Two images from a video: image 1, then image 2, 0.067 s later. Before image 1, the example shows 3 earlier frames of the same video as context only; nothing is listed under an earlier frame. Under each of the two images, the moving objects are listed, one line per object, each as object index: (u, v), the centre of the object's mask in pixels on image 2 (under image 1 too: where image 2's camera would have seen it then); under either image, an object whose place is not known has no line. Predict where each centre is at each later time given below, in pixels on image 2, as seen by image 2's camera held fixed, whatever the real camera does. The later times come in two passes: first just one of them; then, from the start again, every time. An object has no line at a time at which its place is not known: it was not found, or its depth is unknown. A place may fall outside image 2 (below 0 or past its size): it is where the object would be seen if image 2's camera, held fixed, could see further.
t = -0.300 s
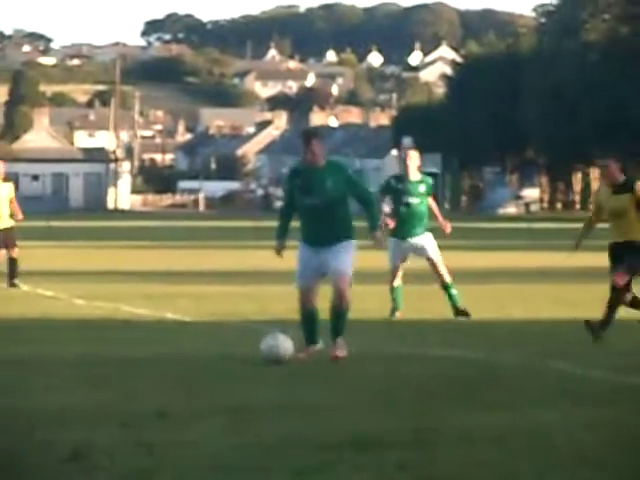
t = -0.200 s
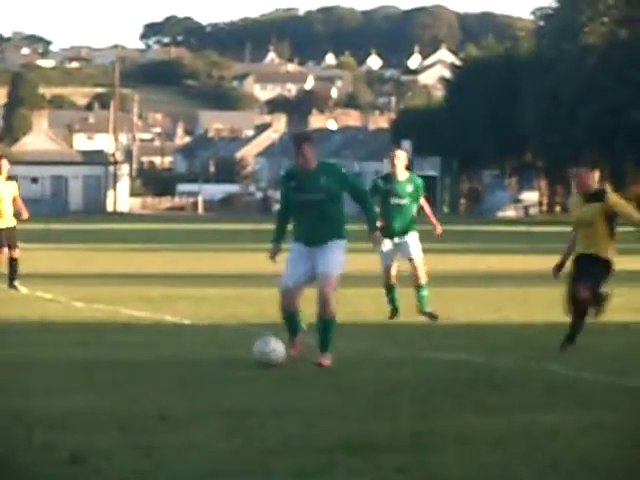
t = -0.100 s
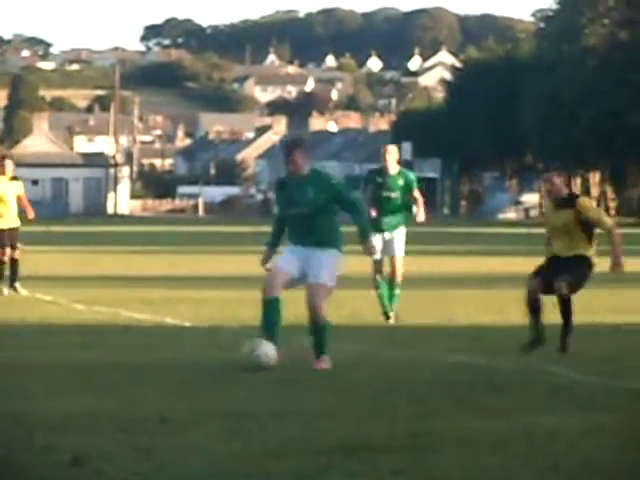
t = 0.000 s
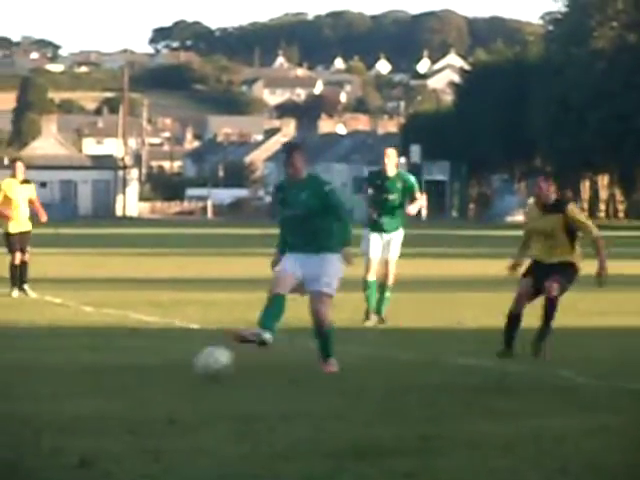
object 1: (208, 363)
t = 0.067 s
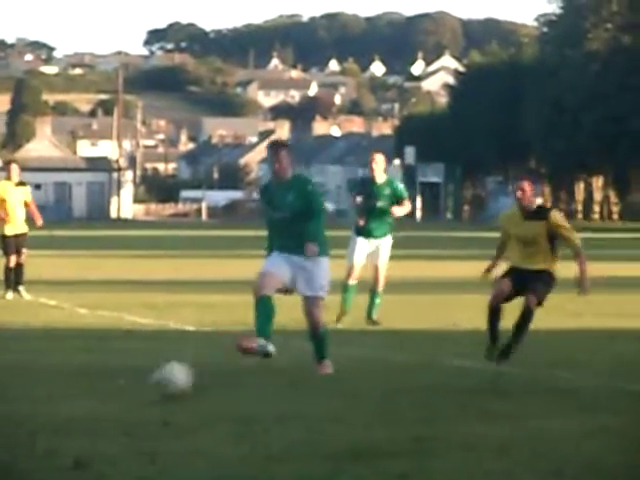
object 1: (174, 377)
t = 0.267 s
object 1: (64, 410)
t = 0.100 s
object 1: (153, 388)
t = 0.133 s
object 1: (136, 391)
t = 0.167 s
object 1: (119, 393)
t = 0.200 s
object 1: (101, 395)
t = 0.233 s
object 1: (83, 400)
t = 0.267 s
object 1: (64, 410)
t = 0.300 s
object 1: (42, 420)
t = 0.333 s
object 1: (21, 425)
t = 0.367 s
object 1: (9, 428)
